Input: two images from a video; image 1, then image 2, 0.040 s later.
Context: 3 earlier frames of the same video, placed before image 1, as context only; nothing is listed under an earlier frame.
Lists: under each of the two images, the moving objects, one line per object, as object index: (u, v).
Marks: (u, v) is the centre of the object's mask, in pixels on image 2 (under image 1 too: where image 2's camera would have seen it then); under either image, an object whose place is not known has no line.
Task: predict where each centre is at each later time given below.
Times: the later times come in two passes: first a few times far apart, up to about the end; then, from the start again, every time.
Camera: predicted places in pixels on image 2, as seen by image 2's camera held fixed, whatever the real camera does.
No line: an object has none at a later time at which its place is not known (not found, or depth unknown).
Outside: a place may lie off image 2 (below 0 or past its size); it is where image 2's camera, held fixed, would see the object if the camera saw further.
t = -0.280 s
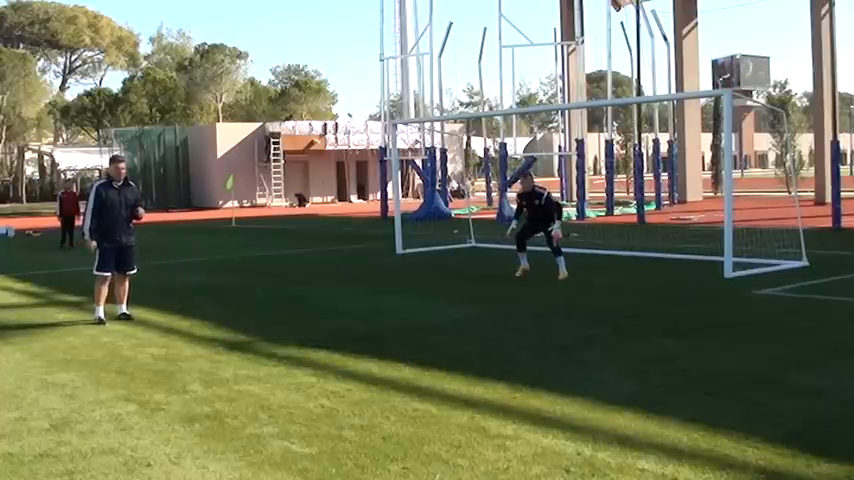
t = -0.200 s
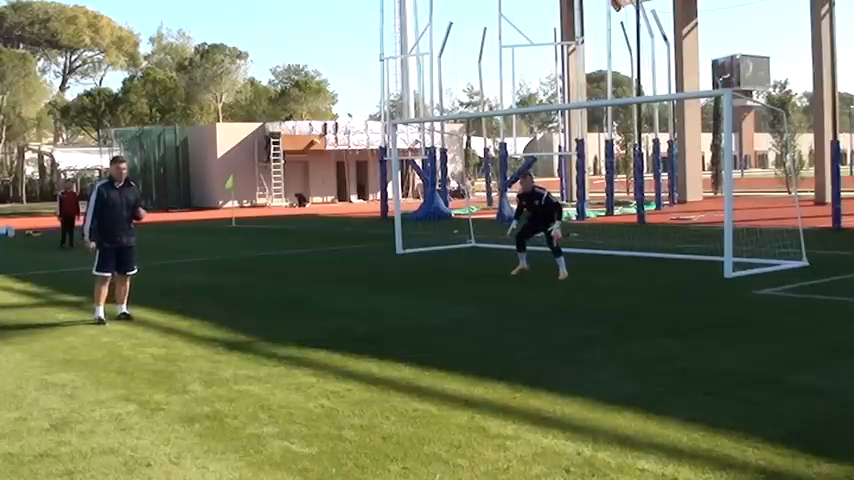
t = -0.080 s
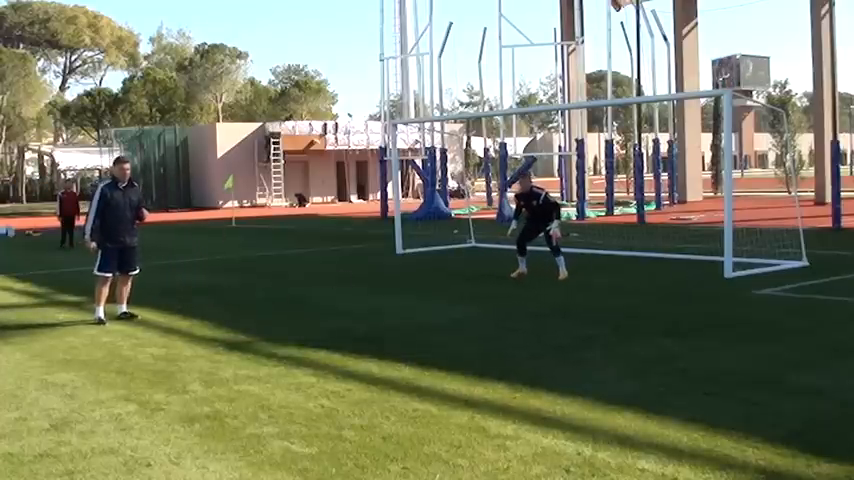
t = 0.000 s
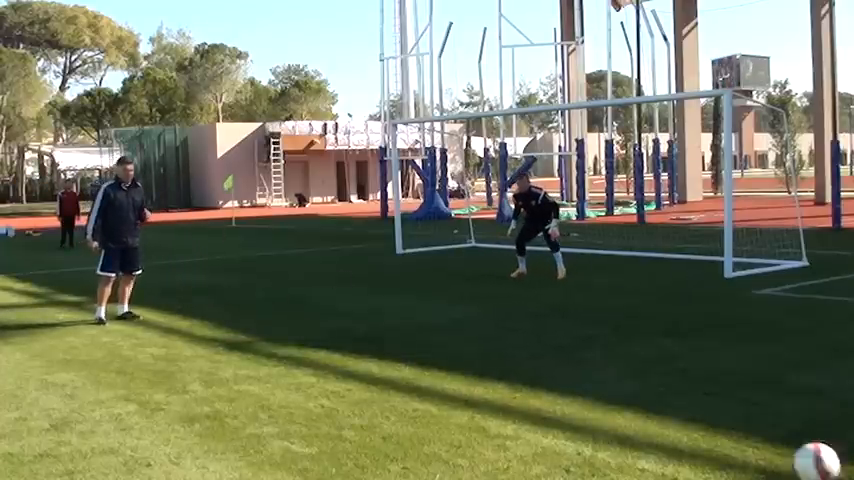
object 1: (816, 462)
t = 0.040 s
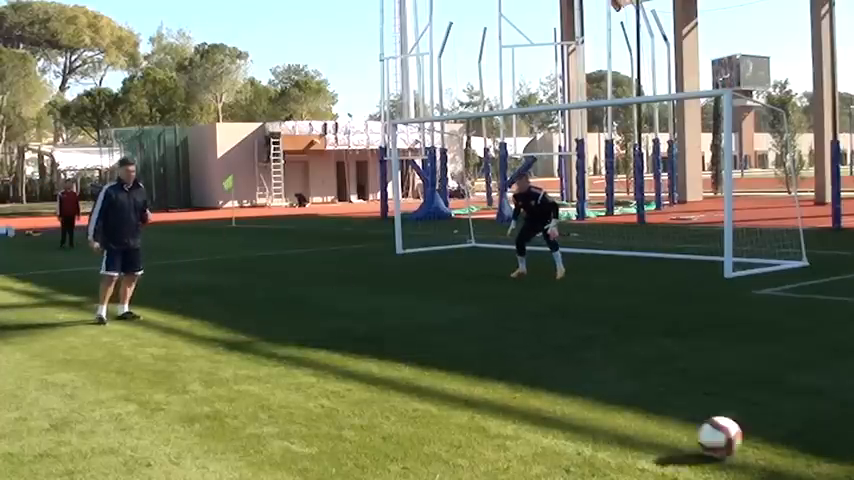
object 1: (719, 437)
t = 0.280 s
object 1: (408, 343)
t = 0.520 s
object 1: (278, 308)
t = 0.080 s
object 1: (643, 413)
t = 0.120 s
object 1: (578, 393)
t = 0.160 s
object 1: (523, 379)
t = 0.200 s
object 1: (478, 366)
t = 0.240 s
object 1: (441, 353)
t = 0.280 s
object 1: (408, 343)
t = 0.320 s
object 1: (378, 336)
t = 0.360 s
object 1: (354, 329)
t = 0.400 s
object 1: (332, 321)
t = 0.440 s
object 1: (313, 314)
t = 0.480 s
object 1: (295, 311)
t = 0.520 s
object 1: (278, 308)
